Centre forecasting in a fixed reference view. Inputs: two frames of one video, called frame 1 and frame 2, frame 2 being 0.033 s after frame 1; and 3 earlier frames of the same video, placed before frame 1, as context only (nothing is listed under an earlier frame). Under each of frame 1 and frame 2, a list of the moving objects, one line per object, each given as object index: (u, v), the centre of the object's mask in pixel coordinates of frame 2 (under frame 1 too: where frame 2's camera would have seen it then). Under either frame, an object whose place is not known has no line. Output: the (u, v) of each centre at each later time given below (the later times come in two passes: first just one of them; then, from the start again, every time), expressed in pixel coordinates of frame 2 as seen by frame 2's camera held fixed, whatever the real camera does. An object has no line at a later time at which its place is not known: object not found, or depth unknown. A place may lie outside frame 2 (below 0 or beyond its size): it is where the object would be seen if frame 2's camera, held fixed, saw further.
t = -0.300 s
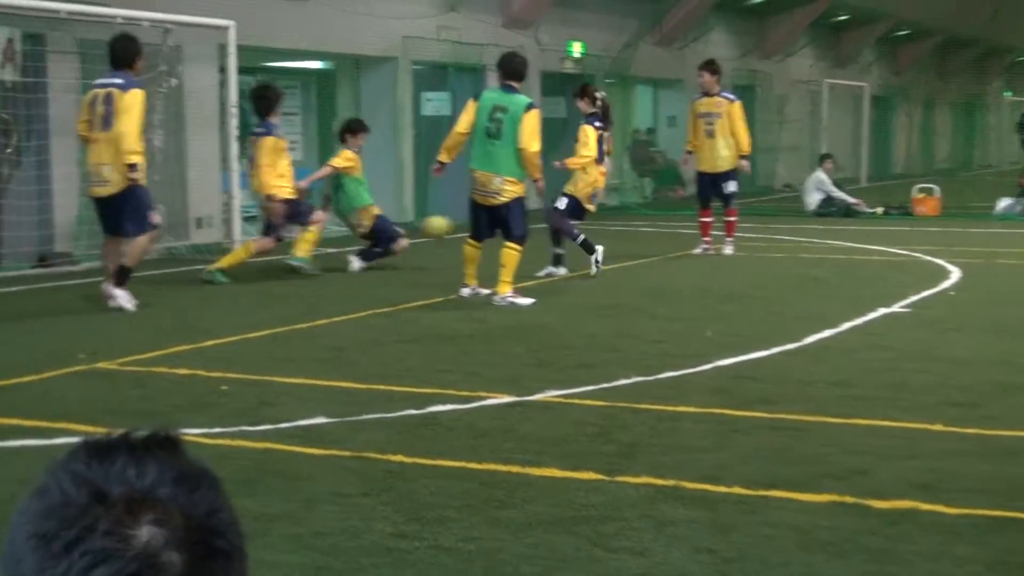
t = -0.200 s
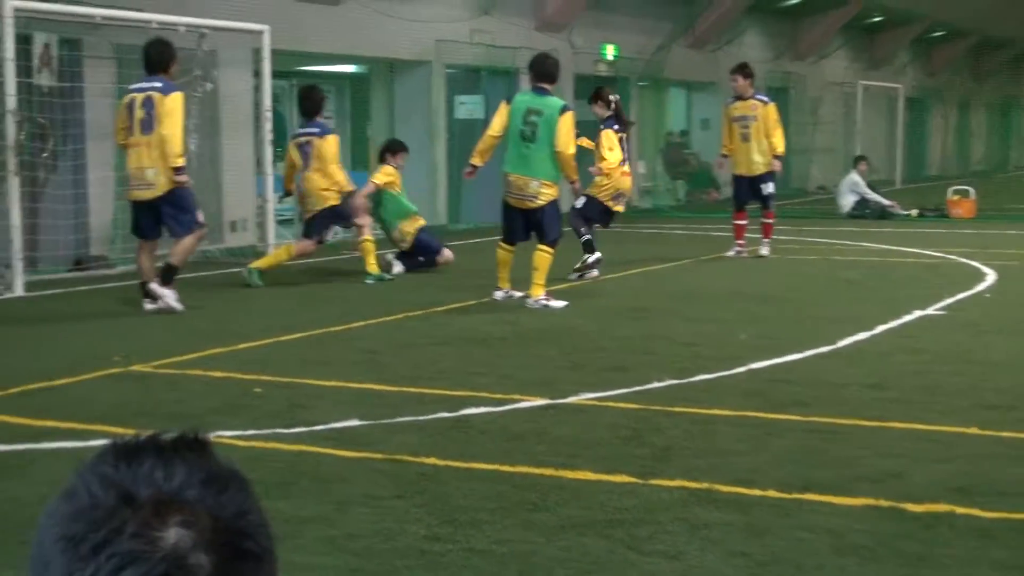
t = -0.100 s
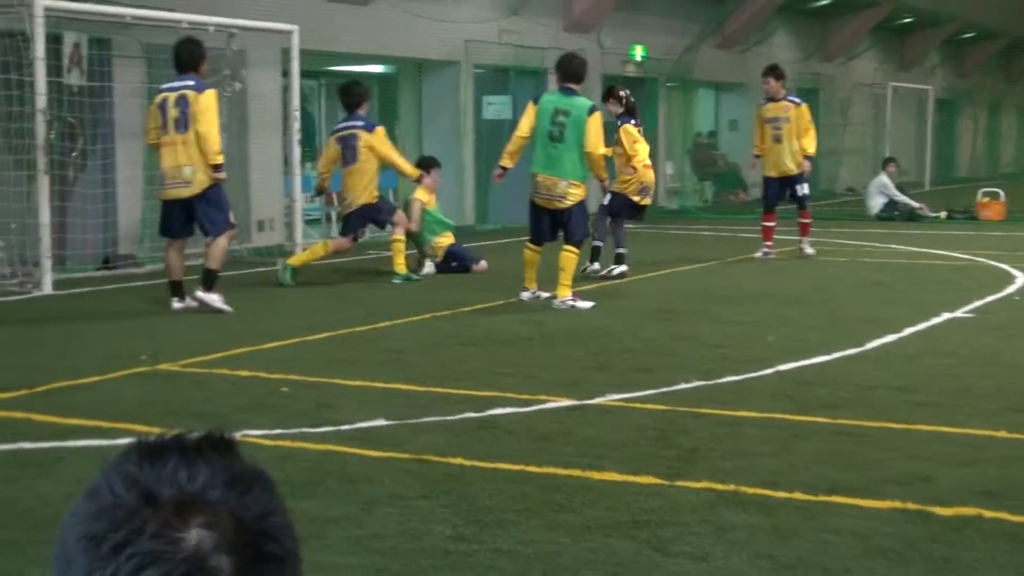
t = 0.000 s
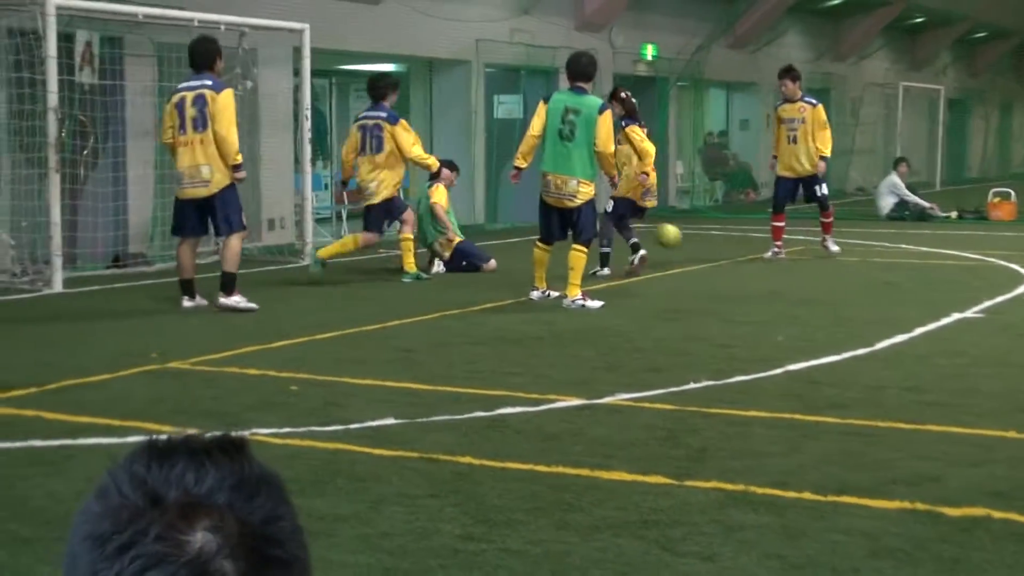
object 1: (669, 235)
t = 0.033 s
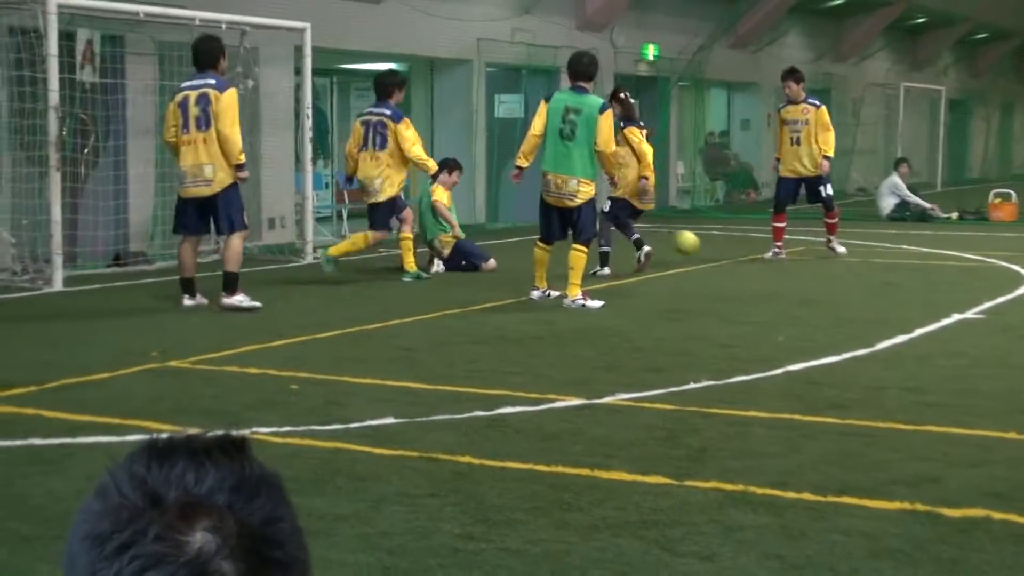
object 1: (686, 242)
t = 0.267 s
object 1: (777, 247)
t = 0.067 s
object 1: (704, 251)
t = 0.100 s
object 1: (718, 254)
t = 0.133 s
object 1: (730, 250)
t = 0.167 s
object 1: (741, 248)
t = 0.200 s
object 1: (753, 246)
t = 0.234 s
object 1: (765, 245)
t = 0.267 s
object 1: (777, 247)
